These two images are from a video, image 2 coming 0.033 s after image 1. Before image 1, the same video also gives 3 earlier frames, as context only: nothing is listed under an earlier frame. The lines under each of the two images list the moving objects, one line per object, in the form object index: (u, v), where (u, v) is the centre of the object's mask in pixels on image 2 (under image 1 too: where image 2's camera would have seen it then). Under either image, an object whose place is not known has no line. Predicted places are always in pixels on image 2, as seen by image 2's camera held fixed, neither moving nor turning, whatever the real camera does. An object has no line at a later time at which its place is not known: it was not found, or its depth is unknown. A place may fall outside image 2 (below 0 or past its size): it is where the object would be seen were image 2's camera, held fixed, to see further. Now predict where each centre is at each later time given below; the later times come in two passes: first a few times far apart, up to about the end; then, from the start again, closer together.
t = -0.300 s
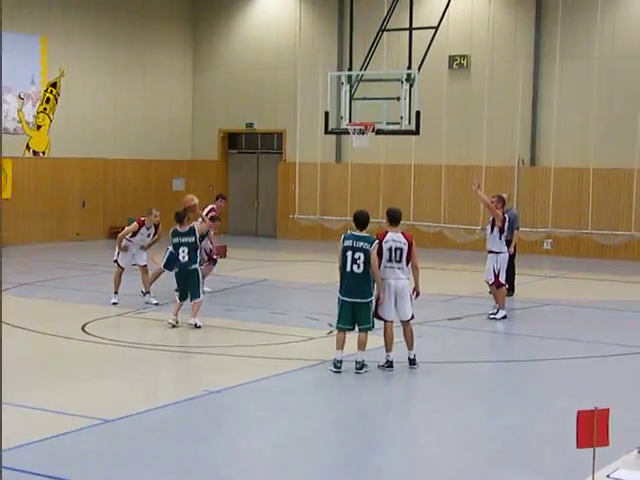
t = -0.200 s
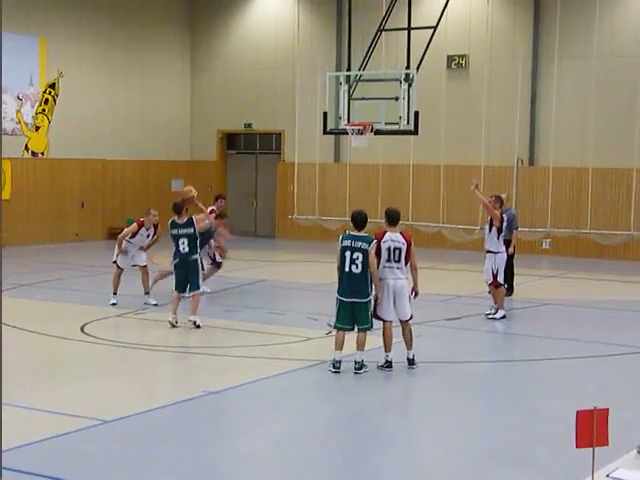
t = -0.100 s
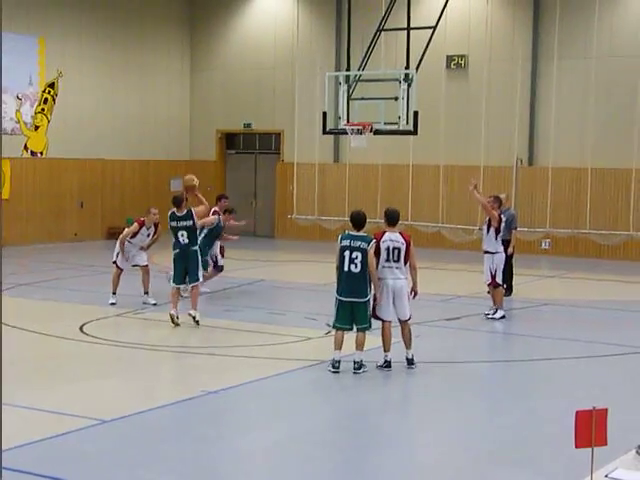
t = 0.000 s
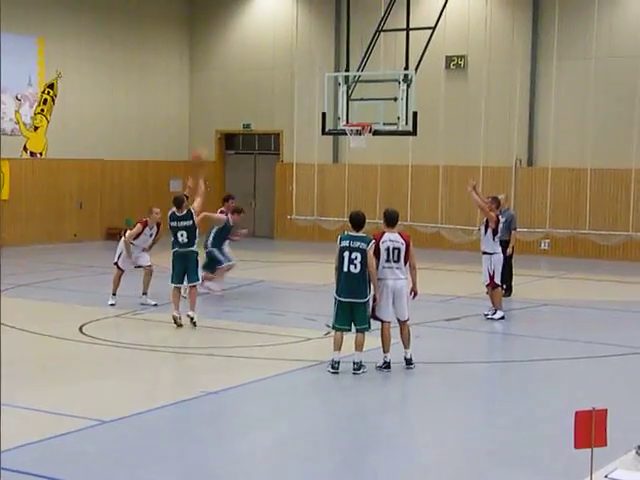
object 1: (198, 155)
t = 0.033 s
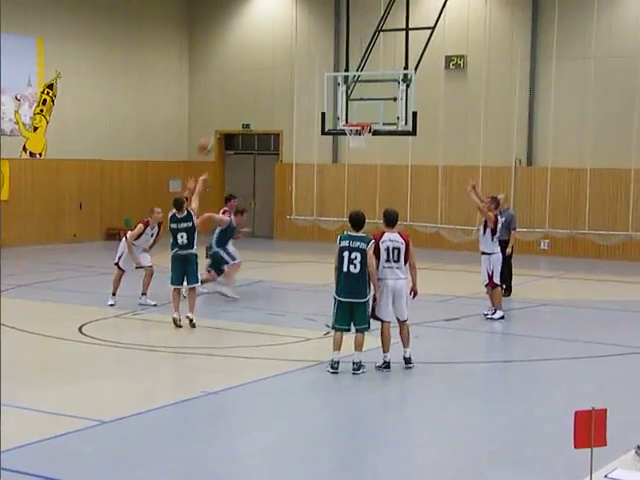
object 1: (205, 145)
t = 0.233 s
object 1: (243, 95)
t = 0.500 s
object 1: (288, 70)
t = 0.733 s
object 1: (321, 86)
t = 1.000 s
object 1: (353, 119)
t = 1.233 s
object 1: (352, 124)
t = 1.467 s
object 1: (351, 135)
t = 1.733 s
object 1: (362, 160)
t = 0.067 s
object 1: (212, 135)
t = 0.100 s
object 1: (219, 125)
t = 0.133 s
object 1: (225, 116)
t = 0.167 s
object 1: (231, 107)
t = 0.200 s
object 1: (237, 101)
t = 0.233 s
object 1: (243, 95)
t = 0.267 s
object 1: (249, 89)
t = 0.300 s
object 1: (254, 85)
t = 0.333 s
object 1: (260, 80)
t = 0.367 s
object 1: (266, 76)
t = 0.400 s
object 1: (271, 74)
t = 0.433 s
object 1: (277, 72)
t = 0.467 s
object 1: (283, 71)
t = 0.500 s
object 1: (288, 70)
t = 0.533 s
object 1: (293, 71)
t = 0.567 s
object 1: (298, 71)
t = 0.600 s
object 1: (303, 73)
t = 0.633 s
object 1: (308, 74)
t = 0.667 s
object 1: (312, 77)
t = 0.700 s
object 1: (316, 81)
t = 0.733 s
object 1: (321, 86)
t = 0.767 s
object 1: (326, 89)
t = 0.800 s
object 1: (331, 95)
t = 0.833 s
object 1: (334, 99)
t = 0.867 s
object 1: (339, 107)
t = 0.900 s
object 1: (344, 113)
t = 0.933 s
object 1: (348, 119)
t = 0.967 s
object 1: (350, 119)
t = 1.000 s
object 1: (353, 119)
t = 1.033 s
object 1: (355, 121)
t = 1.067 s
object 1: (356, 121)
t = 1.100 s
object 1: (357, 122)
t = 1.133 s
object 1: (357, 122)
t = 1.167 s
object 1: (358, 122)
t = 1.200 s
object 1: (355, 122)
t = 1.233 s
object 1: (352, 124)
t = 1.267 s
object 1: (350, 125)
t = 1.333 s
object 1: (347, 131)
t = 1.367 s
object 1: (347, 133)
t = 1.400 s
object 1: (348, 134)
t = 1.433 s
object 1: (350, 133)
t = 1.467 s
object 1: (351, 135)
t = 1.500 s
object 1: (352, 136)
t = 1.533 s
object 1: (354, 138)
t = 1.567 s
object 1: (355, 141)
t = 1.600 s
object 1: (356, 143)
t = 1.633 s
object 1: (358, 147)
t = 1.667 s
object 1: (360, 150)
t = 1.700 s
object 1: (361, 155)
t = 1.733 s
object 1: (362, 160)
